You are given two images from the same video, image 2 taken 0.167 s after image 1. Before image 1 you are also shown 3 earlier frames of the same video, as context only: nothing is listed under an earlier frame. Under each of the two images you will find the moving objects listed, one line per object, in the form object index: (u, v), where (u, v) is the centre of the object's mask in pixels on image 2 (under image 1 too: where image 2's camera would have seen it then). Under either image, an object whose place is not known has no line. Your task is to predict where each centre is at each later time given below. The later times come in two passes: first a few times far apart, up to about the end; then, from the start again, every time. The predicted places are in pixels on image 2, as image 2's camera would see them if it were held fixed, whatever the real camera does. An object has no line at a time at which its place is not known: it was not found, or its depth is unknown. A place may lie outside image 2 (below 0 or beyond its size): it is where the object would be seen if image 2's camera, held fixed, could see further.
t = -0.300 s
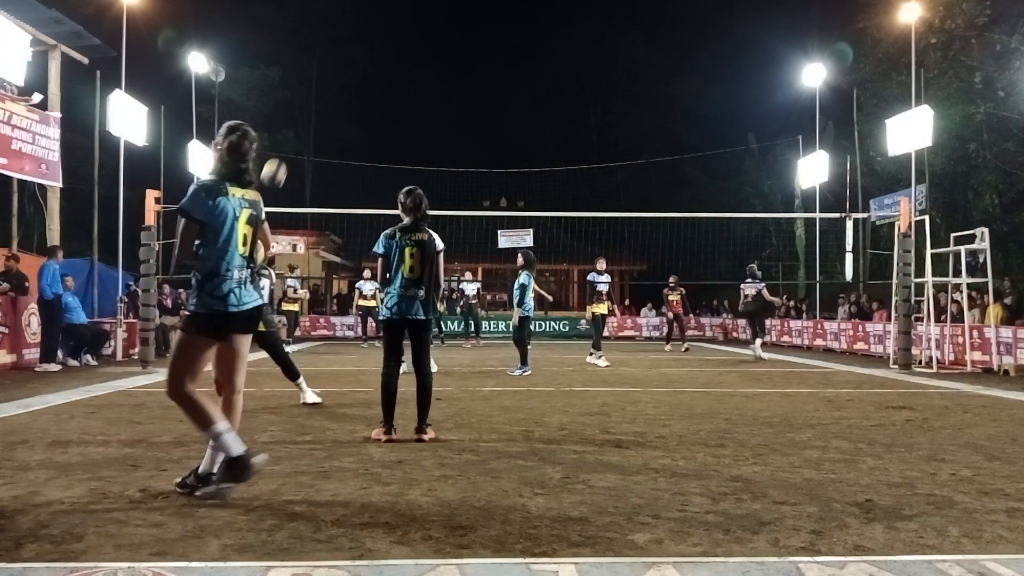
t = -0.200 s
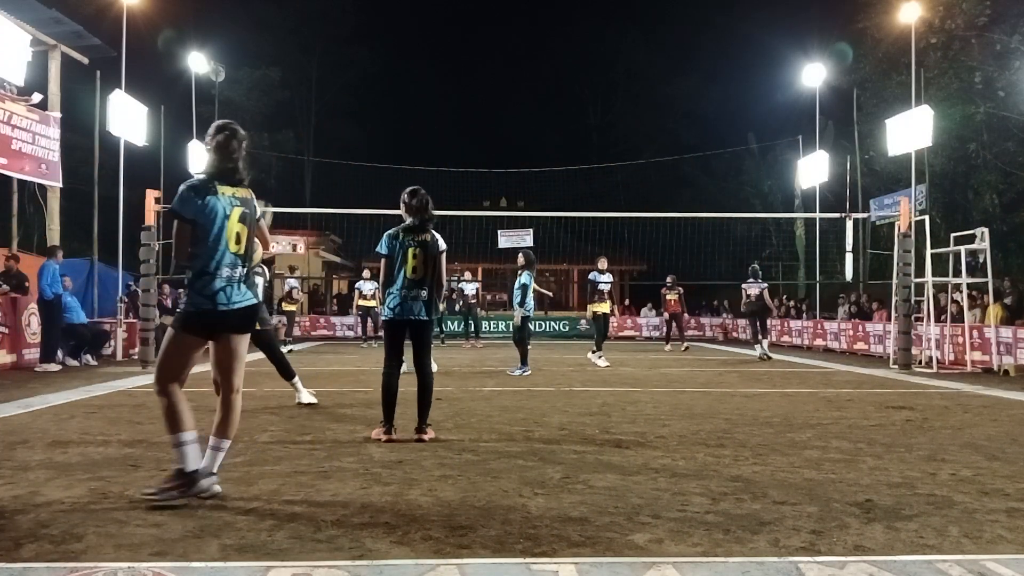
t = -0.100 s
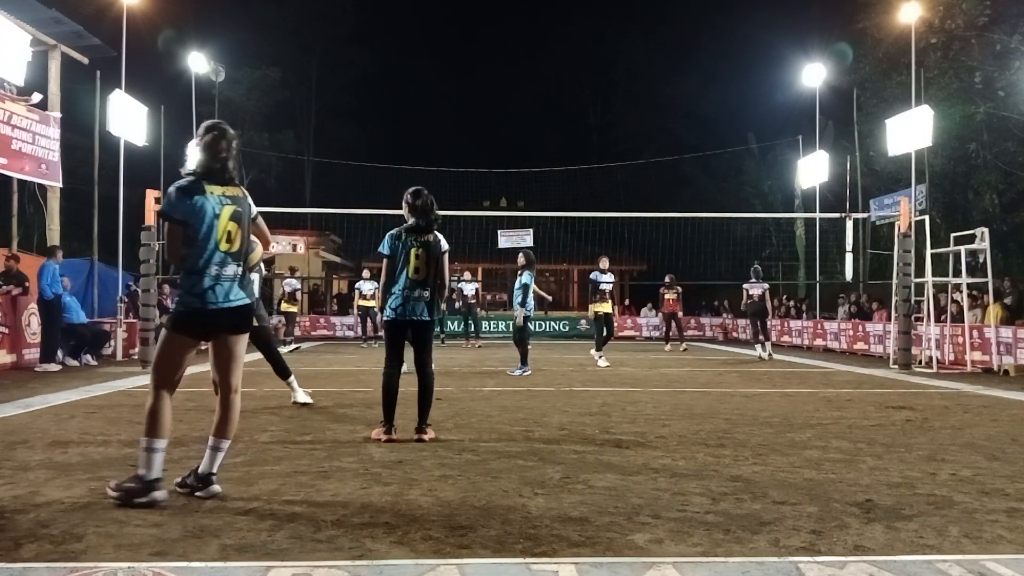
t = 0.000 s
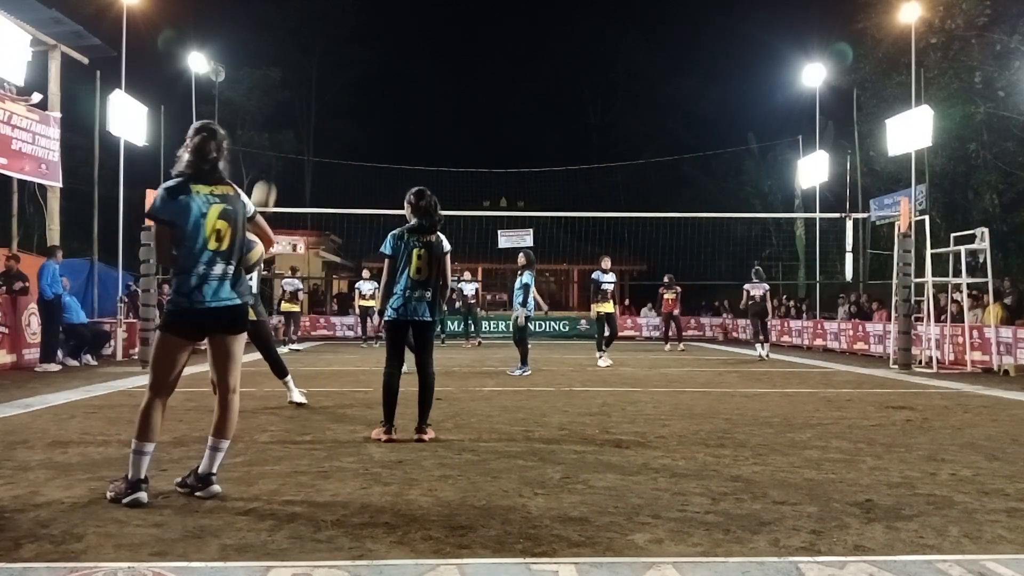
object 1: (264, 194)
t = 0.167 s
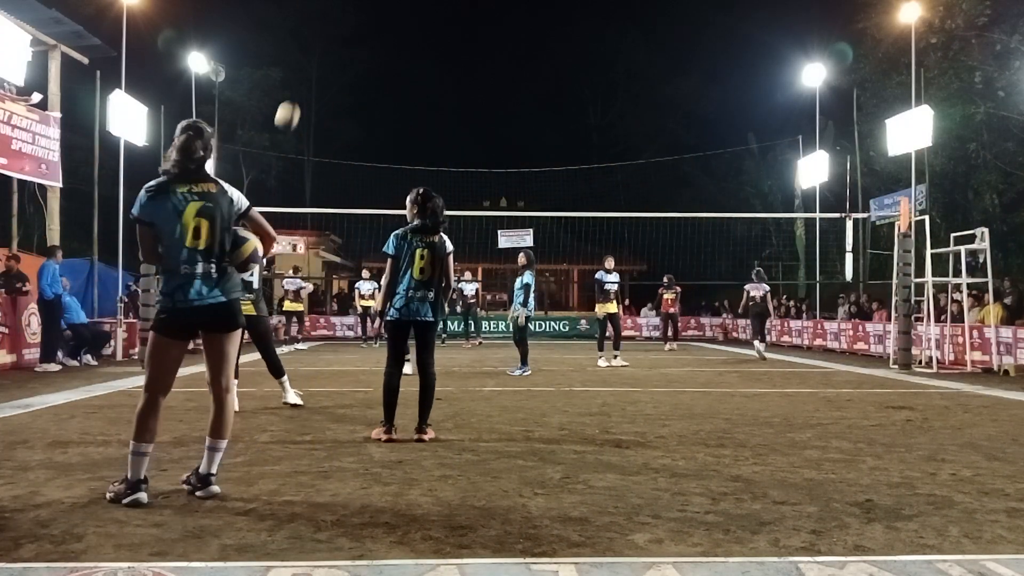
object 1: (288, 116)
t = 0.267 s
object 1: (301, 83)
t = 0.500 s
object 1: (330, 47)
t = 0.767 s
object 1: (359, 69)
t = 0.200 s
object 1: (292, 103)
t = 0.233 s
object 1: (297, 92)
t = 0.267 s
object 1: (301, 83)
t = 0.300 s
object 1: (305, 74)
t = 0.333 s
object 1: (309, 67)
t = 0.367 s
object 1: (314, 61)
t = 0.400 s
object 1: (318, 56)
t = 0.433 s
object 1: (322, 52)
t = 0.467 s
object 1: (326, 49)
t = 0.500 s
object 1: (330, 47)
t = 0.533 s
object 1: (334, 47)
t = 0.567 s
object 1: (338, 47)
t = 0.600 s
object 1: (342, 48)
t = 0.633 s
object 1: (345, 51)
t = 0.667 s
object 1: (349, 54)
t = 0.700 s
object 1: (353, 58)
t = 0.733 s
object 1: (356, 63)
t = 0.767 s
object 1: (359, 69)
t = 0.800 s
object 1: (363, 76)
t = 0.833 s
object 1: (366, 84)
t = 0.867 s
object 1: (369, 93)
